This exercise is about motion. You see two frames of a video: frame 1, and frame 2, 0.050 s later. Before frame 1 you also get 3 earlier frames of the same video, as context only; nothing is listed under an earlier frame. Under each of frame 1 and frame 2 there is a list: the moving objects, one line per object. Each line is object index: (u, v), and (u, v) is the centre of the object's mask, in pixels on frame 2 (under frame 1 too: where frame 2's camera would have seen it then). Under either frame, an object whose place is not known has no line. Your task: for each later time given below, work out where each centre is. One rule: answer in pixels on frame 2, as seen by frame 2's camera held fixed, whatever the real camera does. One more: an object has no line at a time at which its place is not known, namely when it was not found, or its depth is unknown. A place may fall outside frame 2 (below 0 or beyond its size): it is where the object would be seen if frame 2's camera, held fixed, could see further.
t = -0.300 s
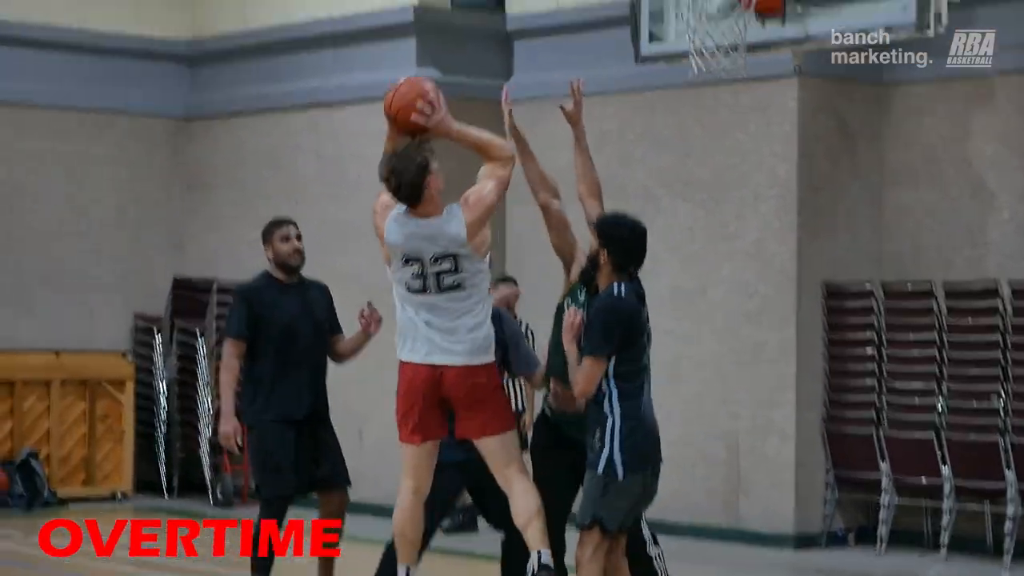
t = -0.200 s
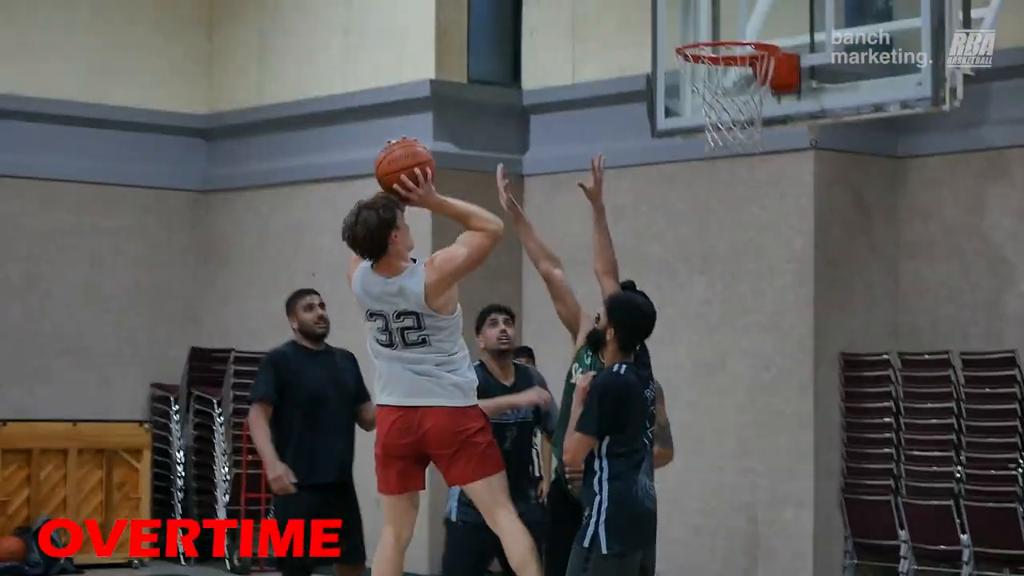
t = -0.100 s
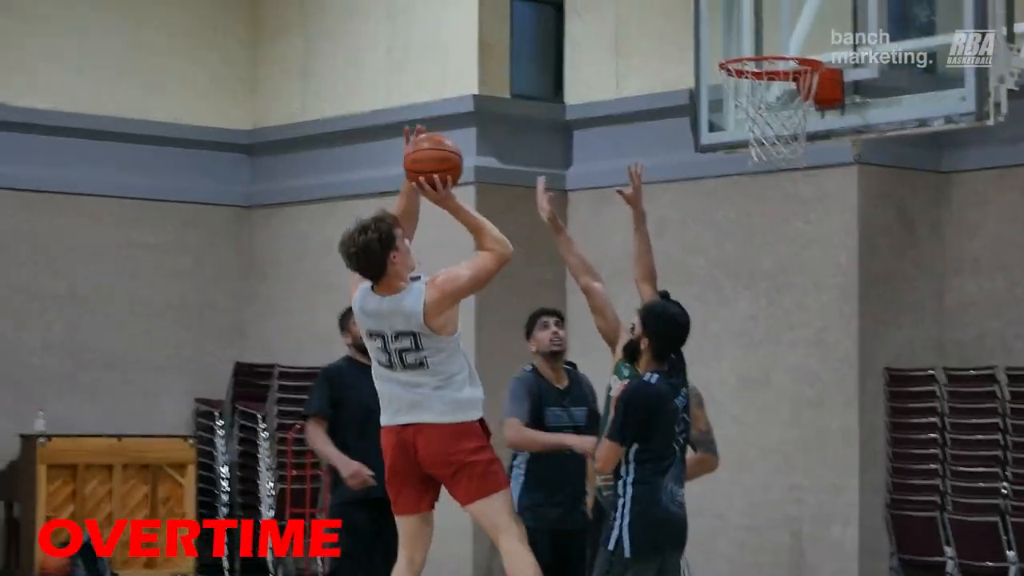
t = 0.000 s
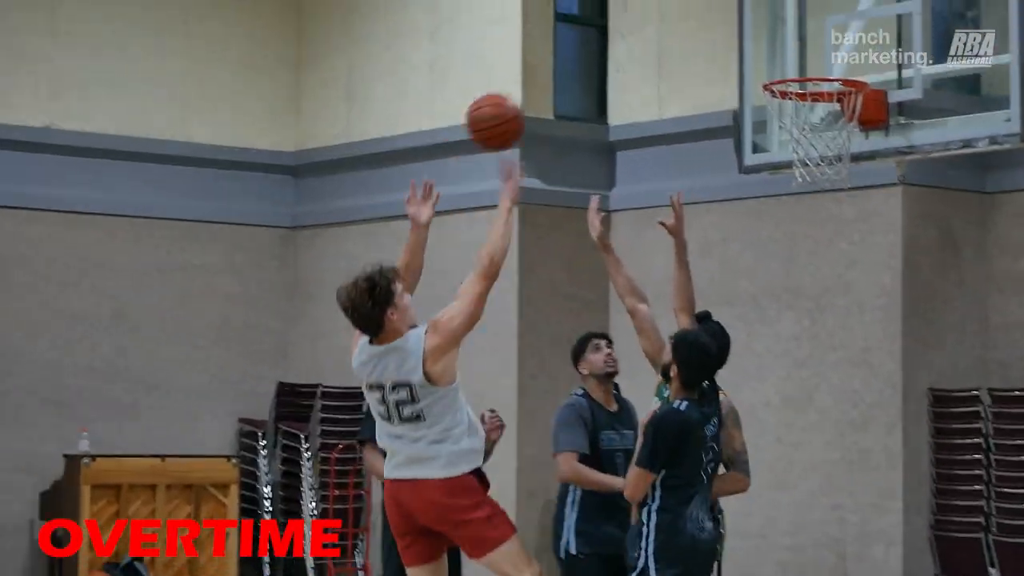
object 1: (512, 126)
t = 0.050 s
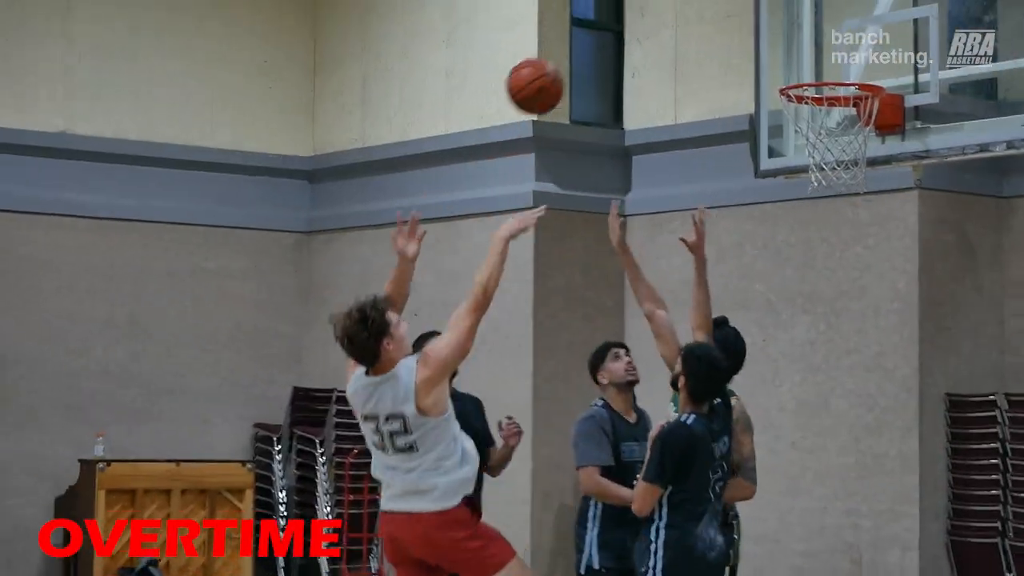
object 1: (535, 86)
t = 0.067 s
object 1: (542, 75)
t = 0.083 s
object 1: (550, 63)
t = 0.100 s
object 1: (557, 53)
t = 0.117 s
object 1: (565, 43)
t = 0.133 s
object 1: (573, 34)
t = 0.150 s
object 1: (581, 25)
